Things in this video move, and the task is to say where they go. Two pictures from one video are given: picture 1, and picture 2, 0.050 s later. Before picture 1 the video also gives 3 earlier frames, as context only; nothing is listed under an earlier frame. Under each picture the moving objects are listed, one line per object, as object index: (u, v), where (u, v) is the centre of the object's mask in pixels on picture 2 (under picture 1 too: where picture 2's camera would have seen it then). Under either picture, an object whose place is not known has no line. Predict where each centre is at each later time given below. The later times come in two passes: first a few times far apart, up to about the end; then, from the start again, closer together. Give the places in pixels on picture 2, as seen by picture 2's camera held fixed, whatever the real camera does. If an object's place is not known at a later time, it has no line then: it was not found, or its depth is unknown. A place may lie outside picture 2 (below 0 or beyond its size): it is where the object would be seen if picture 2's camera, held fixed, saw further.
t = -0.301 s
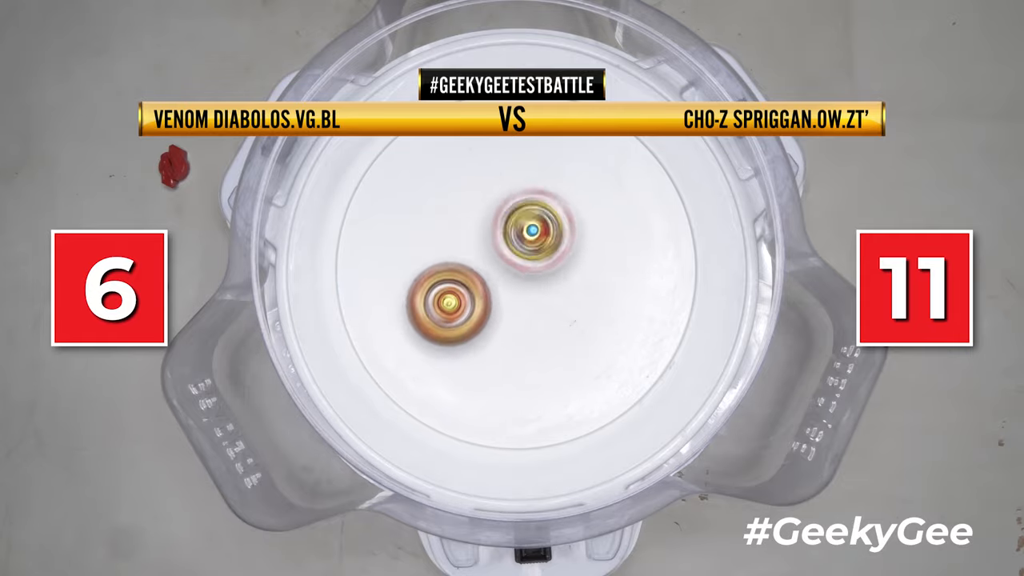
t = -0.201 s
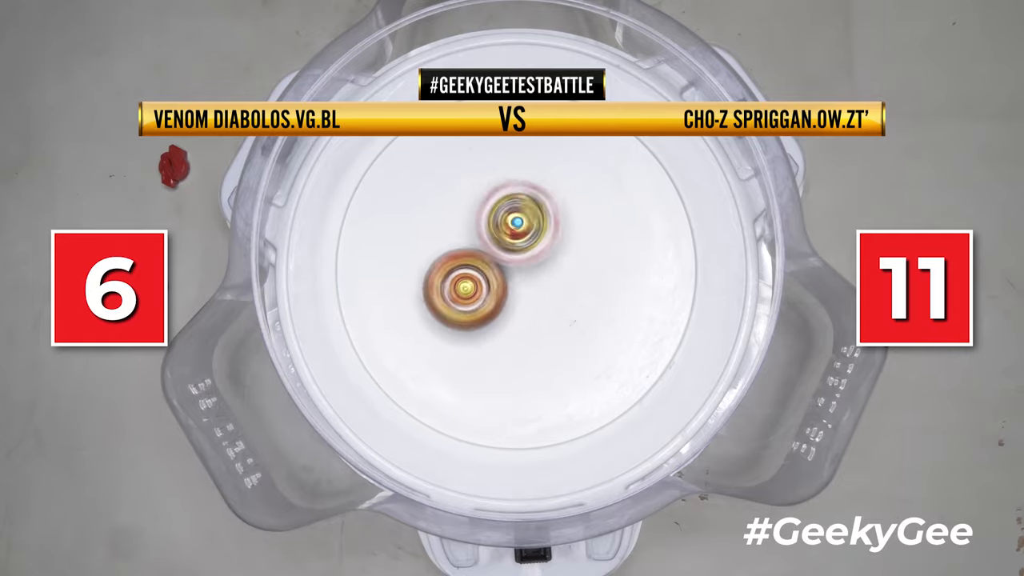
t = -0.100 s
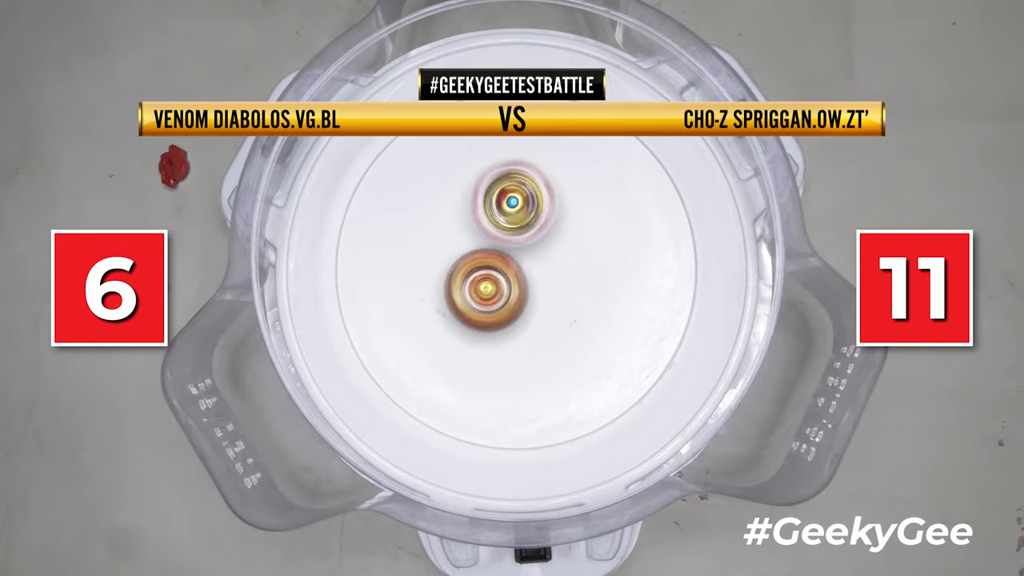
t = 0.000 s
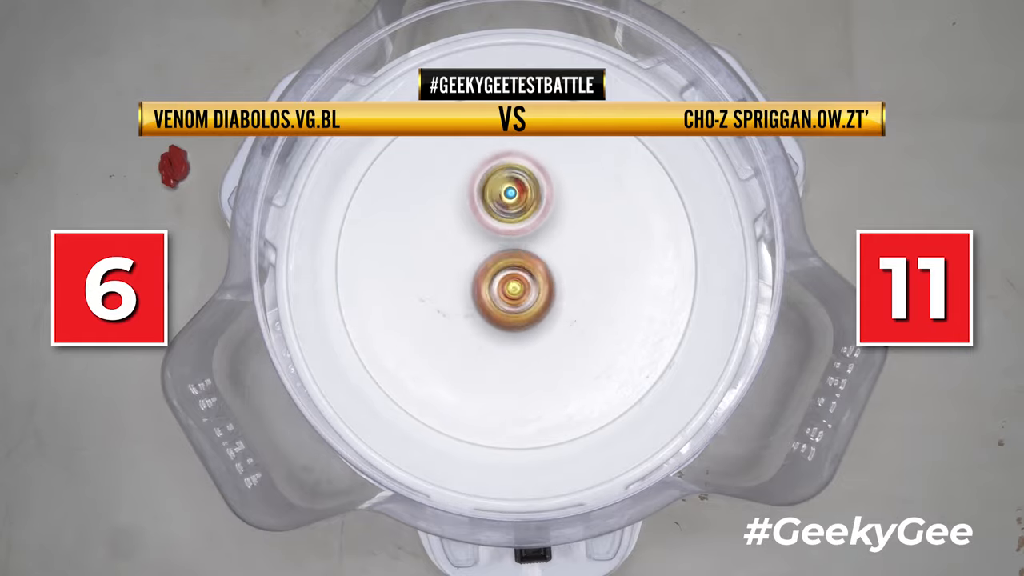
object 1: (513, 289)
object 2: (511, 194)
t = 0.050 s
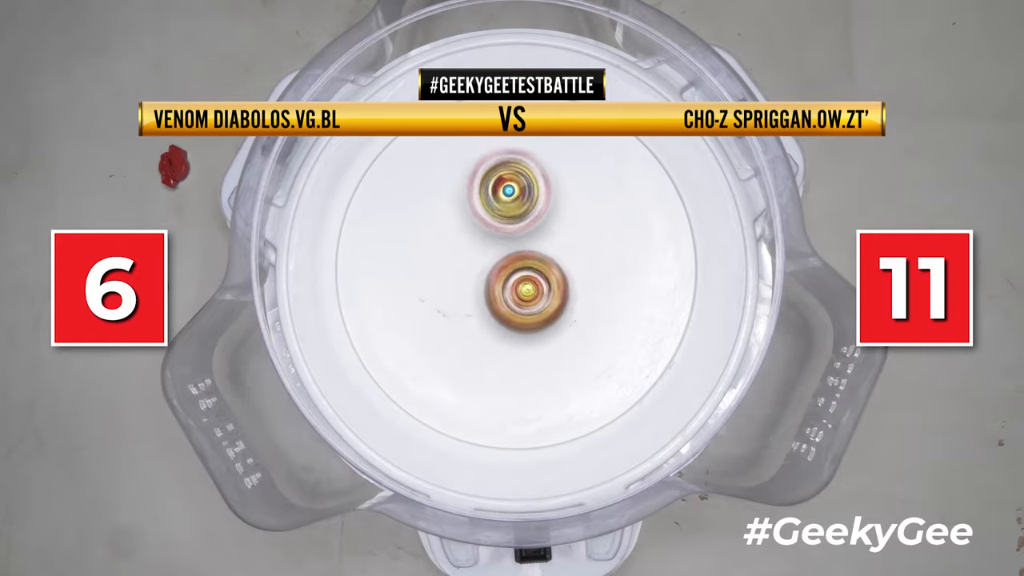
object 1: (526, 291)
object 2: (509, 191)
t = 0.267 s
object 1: (571, 308)
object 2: (502, 213)
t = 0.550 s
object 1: (565, 309)
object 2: (483, 272)
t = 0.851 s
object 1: (545, 248)
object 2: (459, 299)
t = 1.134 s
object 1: (548, 191)
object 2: (489, 301)
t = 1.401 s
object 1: (543, 195)
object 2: (526, 287)
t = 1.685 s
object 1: (506, 210)
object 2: (538, 303)
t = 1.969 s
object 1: (451, 235)
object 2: (539, 286)
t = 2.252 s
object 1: (441, 261)
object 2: (529, 260)
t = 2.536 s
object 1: (452, 286)
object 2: (531, 232)
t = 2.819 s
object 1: (500, 316)
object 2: (524, 216)
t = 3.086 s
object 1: (535, 337)
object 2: (514, 229)
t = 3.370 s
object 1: (557, 314)
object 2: (496, 252)
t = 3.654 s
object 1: (573, 267)
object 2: (479, 262)
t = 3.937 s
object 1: (565, 223)
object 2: (493, 274)
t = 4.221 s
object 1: (538, 196)
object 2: (514, 284)
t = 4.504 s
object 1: (498, 190)
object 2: (530, 290)
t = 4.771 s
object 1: (465, 223)
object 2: (544, 283)
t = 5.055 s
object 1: (451, 270)
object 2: (537, 275)
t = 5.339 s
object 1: (450, 313)
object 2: (530, 242)
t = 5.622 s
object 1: (483, 338)
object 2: (525, 235)
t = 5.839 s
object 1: (538, 362)
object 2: (513, 219)
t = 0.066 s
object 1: (531, 292)
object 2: (508, 192)
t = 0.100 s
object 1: (539, 293)
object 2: (507, 192)
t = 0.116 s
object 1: (543, 295)
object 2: (507, 193)
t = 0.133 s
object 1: (547, 296)
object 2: (506, 194)
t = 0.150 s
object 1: (551, 297)
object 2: (506, 195)
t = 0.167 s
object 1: (554, 299)
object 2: (505, 196)
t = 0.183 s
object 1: (557, 300)
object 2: (505, 198)
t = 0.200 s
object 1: (561, 302)
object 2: (505, 200)
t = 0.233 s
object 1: (566, 304)
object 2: (504, 206)
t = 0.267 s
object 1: (571, 308)
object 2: (502, 213)
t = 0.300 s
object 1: (574, 310)
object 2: (501, 220)
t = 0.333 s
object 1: (577, 312)
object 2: (498, 228)
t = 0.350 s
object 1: (577, 313)
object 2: (497, 231)
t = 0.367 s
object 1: (577, 313)
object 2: (496, 236)
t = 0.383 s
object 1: (577, 314)
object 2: (496, 239)
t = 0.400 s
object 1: (577, 314)
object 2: (494, 243)
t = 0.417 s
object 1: (576, 314)
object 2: (494, 247)
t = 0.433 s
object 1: (575, 313)
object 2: (493, 250)
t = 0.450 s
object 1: (573, 313)
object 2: (492, 254)
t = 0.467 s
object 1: (571, 313)
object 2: (491, 257)
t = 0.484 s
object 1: (569, 312)
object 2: (490, 261)
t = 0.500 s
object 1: (567, 311)
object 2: (491, 264)
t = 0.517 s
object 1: (565, 310)
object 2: (490, 267)
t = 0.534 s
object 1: (565, 309)
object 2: (486, 271)
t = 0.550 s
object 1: (565, 309)
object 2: (483, 272)
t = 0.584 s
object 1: (564, 306)
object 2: (477, 277)
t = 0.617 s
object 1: (561, 302)
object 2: (473, 281)
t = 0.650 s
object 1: (558, 297)
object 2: (470, 284)
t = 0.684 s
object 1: (555, 290)
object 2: (467, 286)
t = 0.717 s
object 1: (551, 283)
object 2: (464, 290)
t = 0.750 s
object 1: (549, 274)
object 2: (463, 293)
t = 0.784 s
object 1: (547, 265)
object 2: (461, 295)
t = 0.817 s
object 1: (546, 257)
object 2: (459, 297)
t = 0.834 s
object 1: (545, 252)
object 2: (459, 298)
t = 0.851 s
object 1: (545, 248)
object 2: (459, 299)
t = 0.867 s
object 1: (544, 244)
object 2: (460, 301)
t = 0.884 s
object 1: (544, 240)
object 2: (460, 301)
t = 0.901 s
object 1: (543, 236)
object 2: (460, 302)
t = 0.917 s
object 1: (543, 232)
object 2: (461, 302)
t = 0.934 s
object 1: (544, 228)
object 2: (462, 303)
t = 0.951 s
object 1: (544, 224)
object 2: (464, 303)
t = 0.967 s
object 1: (544, 220)
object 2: (465, 303)
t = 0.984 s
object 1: (544, 217)
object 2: (467, 304)
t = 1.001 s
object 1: (545, 213)
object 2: (469, 304)
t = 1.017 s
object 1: (545, 210)
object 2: (471, 304)
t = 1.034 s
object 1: (545, 206)
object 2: (473, 304)
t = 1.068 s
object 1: (546, 200)
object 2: (478, 303)
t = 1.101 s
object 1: (547, 195)
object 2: (483, 303)
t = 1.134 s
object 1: (548, 191)
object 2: (489, 301)
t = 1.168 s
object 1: (548, 187)
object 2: (493, 299)
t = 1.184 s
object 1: (548, 187)
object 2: (496, 299)
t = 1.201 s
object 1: (549, 186)
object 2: (498, 298)
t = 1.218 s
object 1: (549, 186)
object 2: (501, 297)
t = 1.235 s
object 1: (549, 186)
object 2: (504, 295)
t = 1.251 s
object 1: (549, 186)
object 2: (506, 293)
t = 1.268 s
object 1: (548, 187)
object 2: (508, 292)
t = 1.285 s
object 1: (548, 188)
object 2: (510, 290)
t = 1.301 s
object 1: (548, 189)
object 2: (513, 289)
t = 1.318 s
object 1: (547, 191)
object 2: (515, 287)
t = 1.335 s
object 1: (546, 193)
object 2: (517, 286)
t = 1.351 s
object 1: (545, 195)
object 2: (519, 284)
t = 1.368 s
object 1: (545, 197)
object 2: (521, 282)
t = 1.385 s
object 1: (544, 197)
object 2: (525, 285)
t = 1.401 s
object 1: (543, 195)
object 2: (526, 287)
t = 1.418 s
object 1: (542, 193)
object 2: (526, 292)
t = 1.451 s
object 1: (539, 191)
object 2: (529, 297)
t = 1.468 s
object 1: (537, 190)
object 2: (532, 299)
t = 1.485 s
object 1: (535, 191)
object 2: (533, 300)
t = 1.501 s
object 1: (533, 191)
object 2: (534, 300)
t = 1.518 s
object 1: (531, 192)
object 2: (534, 301)
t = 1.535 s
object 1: (529, 193)
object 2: (535, 302)
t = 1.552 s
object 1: (527, 194)
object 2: (536, 303)
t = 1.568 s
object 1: (525, 196)
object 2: (536, 304)
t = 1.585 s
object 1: (522, 198)
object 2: (537, 304)
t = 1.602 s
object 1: (519, 199)
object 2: (537, 304)
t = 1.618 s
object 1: (517, 202)
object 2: (538, 304)
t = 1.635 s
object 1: (514, 203)
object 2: (538, 304)
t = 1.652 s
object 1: (512, 206)
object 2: (538, 304)
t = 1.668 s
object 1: (509, 208)
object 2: (538, 303)
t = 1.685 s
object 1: (506, 210)
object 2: (538, 303)
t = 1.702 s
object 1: (503, 213)
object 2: (538, 302)
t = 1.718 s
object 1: (500, 215)
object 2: (538, 301)
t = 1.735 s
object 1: (497, 218)
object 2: (537, 300)
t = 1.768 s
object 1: (491, 223)
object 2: (536, 296)
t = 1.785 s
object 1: (488, 224)
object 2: (536, 295)
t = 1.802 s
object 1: (484, 226)
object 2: (536, 293)
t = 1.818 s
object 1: (480, 226)
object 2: (537, 293)
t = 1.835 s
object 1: (476, 227)
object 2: (538, 292)
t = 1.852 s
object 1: (472, 228)
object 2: (539, 291)
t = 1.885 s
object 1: (465, 230)
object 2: (539, 291)
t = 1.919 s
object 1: (458, 232)
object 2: (540, 289)
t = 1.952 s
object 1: (453, 234)
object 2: (539, 287)
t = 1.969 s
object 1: (451, 235)
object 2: (539, 286)
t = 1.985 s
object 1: (449, 236)
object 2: (540, 285)
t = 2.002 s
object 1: (446, 238)
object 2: (539, 283)
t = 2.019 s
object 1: (445, 239)
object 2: (539, 282)
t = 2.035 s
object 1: (443, 240)
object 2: (539, 280)
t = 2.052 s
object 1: (442, 242)
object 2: (538, 278)
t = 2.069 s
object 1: (441, 244)
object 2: (537, 277)
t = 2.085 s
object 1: (440, 245)
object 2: (537, 275)
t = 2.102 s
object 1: (439, 247)
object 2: (536, 274)
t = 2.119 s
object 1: (439, 248)
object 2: (535, 273)
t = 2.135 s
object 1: (438, 250)
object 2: (534, 271)
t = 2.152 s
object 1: (439, 252)
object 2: (533, 270)
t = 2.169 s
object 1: (439, 253)
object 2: (533, 269)
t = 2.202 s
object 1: (440, 256)
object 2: (531, 266)
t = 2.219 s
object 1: (441, 258)
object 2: (530, 264)
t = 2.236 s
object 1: (442, 259)
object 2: (529, 262)
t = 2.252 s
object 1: (441, 261)
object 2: (529, 260)
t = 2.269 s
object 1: (441, 263)
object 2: (529, 259)
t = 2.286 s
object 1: (441, 264)
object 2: (528, 256)
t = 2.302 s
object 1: (442, 266)
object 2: (527, 254)
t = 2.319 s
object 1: (440, 268)
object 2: (529, 251)
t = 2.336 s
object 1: (440, 271)
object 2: (529, 249)
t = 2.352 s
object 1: (439, 272)
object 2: (530, 247)
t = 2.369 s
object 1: (439, 274)
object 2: (530, 245)
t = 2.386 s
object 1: (439, 275)
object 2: (530, 243)
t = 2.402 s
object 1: (440, 277)
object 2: (531, 242)
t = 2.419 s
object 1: (440, 278)
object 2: (531, 241)
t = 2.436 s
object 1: (441, 280)
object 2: (531, 240)
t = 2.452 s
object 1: (442, 281)
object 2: (532, 239)
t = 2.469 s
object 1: (444, 282)
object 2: (532, 237)
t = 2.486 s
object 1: (445, 283)
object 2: (532, 236)
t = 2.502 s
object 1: (448, 284)
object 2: (532, 235)
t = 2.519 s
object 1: (449, 285)
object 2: (531, 233)
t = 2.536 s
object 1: (452, 286)
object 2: (531, 232)
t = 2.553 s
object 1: (454, 288)
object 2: (531, 231)
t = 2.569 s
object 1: (457, 288)
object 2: (531, 230)
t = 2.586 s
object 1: (459, 290)
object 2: (530, 230)
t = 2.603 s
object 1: (463, 290)
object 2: (530, 228)
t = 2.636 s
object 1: (469, 292)
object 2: (528, 227)
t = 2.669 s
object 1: (475, 294)
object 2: (527, 226)
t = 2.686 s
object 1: (478, 296)
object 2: (526, 226)
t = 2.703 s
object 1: (482, 297)
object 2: (526, 225)
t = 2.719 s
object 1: (484, 300)
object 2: (525, 223)
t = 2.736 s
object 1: (486, 304)
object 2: (525, 221)
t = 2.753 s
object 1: (489, 306)
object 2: (525, 219)
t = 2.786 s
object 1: (494, 312)
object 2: (525, 218)
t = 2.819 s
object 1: (500, 316)
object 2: (524, 216)
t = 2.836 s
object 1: (503, 319)
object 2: (524, 216)
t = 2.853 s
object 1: (505, 321)
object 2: (524, 215)
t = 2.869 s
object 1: (508, 323)
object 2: (523, 215)
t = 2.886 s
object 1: (511, 325)
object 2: (523, 215)
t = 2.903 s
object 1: (513, 327)
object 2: (522, 215)
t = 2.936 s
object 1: (518, 331)
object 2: (522, 215)
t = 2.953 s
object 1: (520, 332)
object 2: (521, 216)
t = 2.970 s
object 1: (522, 334)
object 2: (520, 217)
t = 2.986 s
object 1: (525, 335)
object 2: (520, 219)
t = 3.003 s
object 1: (527, 336)
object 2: (518, 220)
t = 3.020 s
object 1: (529, 337)
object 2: (518, 221)
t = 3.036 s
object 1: (530, 337)
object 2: (517, 223)
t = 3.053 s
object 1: (532, 338)
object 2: (516, 225)
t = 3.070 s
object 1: (533, 338)
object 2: (515, 226)
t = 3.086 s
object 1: (535, 337)
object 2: (514, 229)
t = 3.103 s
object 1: (536, 337)
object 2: (514, 230)
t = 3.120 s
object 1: (537, 336)
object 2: (513, 232)
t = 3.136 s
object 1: (538, 335)
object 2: (512, 234)
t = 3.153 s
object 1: (539, 334)
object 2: (512, 236)
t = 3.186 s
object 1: (540, 331)
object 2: (511, 240)
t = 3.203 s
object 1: (541, 329)
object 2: (511, 242)
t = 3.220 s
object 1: (541, 326)
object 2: (510, 244)
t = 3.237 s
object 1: (542, 324)
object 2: (510, 245)
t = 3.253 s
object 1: (544, 323)
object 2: (507, 246)
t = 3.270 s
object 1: (546, 322)
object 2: (506, 247)
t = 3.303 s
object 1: (549, 320)
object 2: (501, 249)
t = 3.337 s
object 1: (554, 318)
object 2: (498, 250)
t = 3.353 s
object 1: (556, 316)
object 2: (497, 251)
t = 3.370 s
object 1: (557, 314)
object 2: (496, 252)
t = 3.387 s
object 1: (559, 312)
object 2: (495, 252)
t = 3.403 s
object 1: (560, 310)
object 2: (494, 252)
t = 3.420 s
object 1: (561, 307)
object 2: (493, 253)
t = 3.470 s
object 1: (564, 299)
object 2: (488, 255)
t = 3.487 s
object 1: (566, 297)
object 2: (486, 255)
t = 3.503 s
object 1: (567, 294)
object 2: (485, 257)
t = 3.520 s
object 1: (568, 291)
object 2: (483, 257)
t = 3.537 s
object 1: (569, 288)
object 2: (483, 258)
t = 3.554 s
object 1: (570, 285)
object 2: (483, 259)
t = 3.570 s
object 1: (570, 282)
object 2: (482, 259)
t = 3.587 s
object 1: (571, 280)
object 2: (482, 258)
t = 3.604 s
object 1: (572, 276)
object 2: (482, 259)
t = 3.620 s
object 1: (573, 274)
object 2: (481, 259)
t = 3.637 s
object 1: (573, 270)
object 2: (480, 260)
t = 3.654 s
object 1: (573, 267)
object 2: (479, 262)
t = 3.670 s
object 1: (574, 264)
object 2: (479, 263)
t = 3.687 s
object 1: (573, 262)
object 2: (479, 264)
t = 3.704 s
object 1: (574, 258)
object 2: (479, 266)
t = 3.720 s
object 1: (573, 256)
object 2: (480, 266)
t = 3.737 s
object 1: (574, 253)
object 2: (480, 267)
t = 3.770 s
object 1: (574, 247)
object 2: (481, 269)
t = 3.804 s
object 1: (573, 242)
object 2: (482, 270)
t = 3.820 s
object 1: (572, 239)
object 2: (483, 271)
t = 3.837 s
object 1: (572, 236)
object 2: (484, 272)
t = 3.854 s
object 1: (571, 233)
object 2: (486, 272)
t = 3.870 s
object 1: (570, 231)
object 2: (486, 273)
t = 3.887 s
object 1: (569, 229)
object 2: (488, 273)
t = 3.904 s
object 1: (568, 227)
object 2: (490, 273)
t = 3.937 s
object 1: (565, 223)
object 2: (493, 274)
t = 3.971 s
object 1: (562, 220)
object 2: (495, 275)
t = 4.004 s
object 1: (560, 215)
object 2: (497, 277)
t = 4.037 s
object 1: (557, 211)
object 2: (501, 279)
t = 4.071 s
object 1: (554, 207)
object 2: (505, 279)
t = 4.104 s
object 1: (551, 203)
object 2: (507, 280)
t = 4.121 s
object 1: (550, 202)
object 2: (507, 281)
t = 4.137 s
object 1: (548, 200)
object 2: (508, 283)
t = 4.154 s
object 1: (546, 199)
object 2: (509, 284)
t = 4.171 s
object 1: (544, 198)
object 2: (511, 284)
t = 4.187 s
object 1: (542, 197)
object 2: (511, 284)
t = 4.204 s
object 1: (540, 197)
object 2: (512, 285)
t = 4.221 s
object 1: (538, 196)
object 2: (514, 284)
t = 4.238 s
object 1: (536, 196)
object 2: (514, 284)
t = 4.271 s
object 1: (532, 196)
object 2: (515, 284)
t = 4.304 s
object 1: (527, 195)
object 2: (517, 283)
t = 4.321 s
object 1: (525, 195)
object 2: (518, 283)
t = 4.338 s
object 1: (522, 196)
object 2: (519, 282)
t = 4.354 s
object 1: (520, 196)
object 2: (521, 282)
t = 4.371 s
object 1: (517, 194)
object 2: (523, 284)
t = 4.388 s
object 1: (515, 192)
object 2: (525, 286)
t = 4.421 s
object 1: (509, 189)
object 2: (528, 290)
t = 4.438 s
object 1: (507, 188)
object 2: (528, 290)
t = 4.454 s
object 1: (504, 189)
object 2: (529, 290)
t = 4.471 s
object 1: (502, 188)
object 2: (530, 290)
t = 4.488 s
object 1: (500, 189)
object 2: (531, 290)
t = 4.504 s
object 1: (498, 190)
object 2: (530, 290)
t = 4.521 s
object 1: (496, 192)
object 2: (530, 291)
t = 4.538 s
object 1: (495, 193)
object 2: (531, 291)
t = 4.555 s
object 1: (492, 195)
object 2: (532, 290)
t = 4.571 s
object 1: (491, 197)
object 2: (532, 290)
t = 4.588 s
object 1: (489, 199)
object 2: (533, 290)
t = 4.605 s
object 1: (487, 202)
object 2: (534, 289)
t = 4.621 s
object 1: (486, 203)
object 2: (534, 288)
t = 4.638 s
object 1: (485, 206)
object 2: (535, 287)
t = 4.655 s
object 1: (484, 209)
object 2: (535, 286)
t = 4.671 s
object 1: (482, 212)
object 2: (535, 285)
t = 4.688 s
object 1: (481, 215)
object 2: (534, 284)
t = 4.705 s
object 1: (478, 217)
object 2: (534, 283)
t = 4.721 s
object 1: (475, 219)
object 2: (538, 283)
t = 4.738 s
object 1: (471, 219)
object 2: (541, 284)
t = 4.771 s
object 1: (465, 223)
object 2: (544, 283)
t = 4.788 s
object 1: (462, 226)
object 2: (545, 282)
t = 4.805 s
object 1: (460, 228)
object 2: (545, 283)
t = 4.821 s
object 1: (458, 230)
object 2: (545, 282)
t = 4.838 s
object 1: (457, 233)
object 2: (545, 282)
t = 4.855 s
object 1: (456, 235)
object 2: (544, 281)
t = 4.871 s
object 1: (454, 239)
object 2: (544, 282)
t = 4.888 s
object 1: (454, 241)
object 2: (544, 282)
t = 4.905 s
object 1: (452, 244)
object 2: (544, 281)
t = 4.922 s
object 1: (452, 247)
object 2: (544, 280)
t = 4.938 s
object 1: (452, 249)
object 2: (543, 280)
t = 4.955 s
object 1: (451, 253)
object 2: (543, 279)
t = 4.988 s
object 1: (451, 259)
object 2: (541, 277)
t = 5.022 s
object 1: (451, 264)
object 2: (539, 276)
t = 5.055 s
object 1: (451, 270)
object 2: (537, 275)
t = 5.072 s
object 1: (450, 273)
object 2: (537, 274)
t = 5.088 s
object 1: (449, 277)
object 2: (537, 272)
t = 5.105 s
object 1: (447, 279)
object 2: (538, 271)
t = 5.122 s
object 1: (447, 281)
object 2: (537, 269)
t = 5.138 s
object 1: (447, 282)
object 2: (535, 267)
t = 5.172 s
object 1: (448, 287)
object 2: (532, 265)
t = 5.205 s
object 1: (448, 291)
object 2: (529, 263)
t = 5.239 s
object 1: (449, 294)
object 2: (528, 260)
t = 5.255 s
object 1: (451, 296)
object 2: (528, 259)
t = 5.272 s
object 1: (451, 298)
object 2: (527, 258)
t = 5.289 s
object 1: (453, 300)
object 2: (526, 257)
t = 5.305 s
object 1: (452, 303)
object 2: (526, 252)
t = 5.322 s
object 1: (450, 309)
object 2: (529, 246)
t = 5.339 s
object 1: (450, 313)
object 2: (530, 242)
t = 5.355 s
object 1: (449, 316)
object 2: (532, 237)
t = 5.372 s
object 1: (450, 318)
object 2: (531, 234)
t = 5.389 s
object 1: (451, 321)
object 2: (531, 233)
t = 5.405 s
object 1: (452, 324)
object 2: (530, 232)
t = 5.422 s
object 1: (453, 326)
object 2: (529, 231)
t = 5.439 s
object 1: (454, 328)
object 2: (529, 231)
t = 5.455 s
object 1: (456, 330)
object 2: (528, 231)
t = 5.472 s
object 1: (459, 332)
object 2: (528, 231)
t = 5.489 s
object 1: (460, 334)
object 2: (528, 232)
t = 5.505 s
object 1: (462, 335)
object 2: (528, 232)
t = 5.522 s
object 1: (465, 336)
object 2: (527, 233)
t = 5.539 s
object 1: (468, 337)
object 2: (526, 233)
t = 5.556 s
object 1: (471, 338)
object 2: (526, 234)
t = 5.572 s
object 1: (473, 338)
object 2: (527, 235)
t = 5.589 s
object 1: (477, 338)
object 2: (527, 235)
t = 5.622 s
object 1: (483, 338)
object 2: (525, 235)
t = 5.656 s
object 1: (489, 336)
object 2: (523, 238)
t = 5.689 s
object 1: (495, 335)
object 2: (523, 240)
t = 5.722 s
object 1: (501, 333)
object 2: (522, 243)
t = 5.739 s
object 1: (504, 332)
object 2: (522, 245)
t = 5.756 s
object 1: (507, 330)
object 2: (523, 246)
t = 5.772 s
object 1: (509, 329)
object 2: (523, 246)
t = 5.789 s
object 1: (516, 333)
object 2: (523, 245)
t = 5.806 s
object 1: (523, 344)
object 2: (520, 236)
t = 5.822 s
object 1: (531, 354)
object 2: (516, 228)
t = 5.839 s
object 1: (538, 362)
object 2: (513, 219)
